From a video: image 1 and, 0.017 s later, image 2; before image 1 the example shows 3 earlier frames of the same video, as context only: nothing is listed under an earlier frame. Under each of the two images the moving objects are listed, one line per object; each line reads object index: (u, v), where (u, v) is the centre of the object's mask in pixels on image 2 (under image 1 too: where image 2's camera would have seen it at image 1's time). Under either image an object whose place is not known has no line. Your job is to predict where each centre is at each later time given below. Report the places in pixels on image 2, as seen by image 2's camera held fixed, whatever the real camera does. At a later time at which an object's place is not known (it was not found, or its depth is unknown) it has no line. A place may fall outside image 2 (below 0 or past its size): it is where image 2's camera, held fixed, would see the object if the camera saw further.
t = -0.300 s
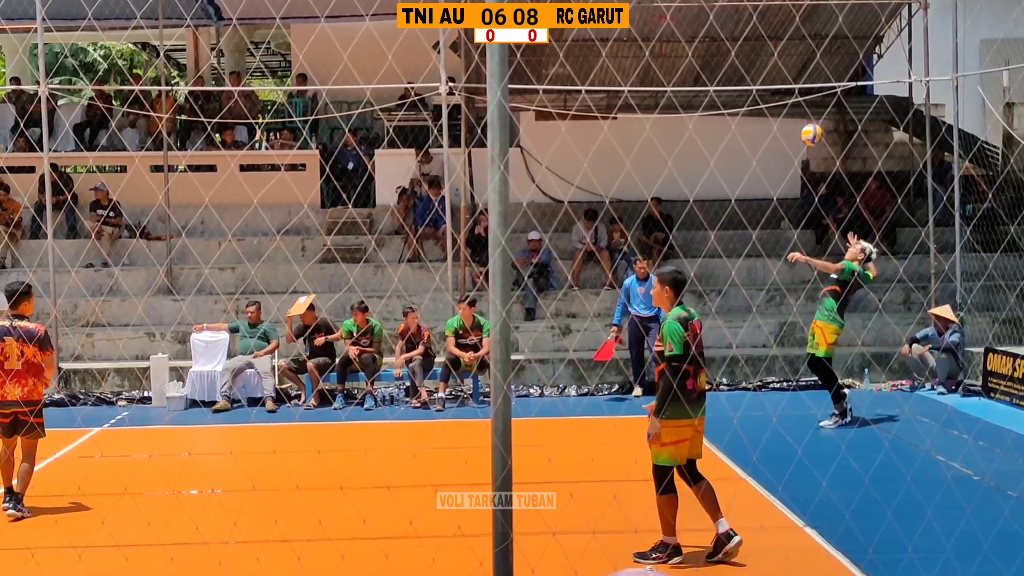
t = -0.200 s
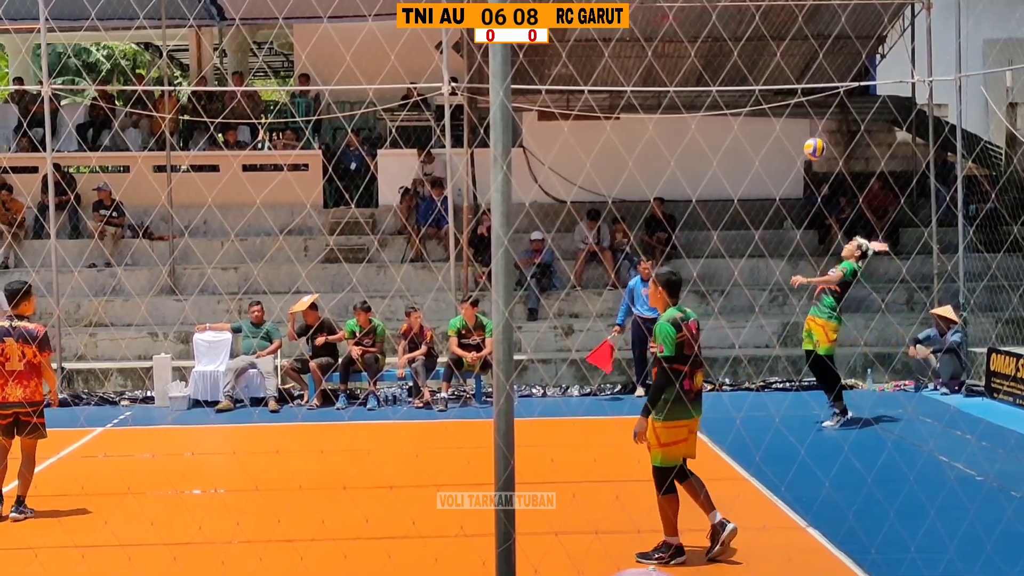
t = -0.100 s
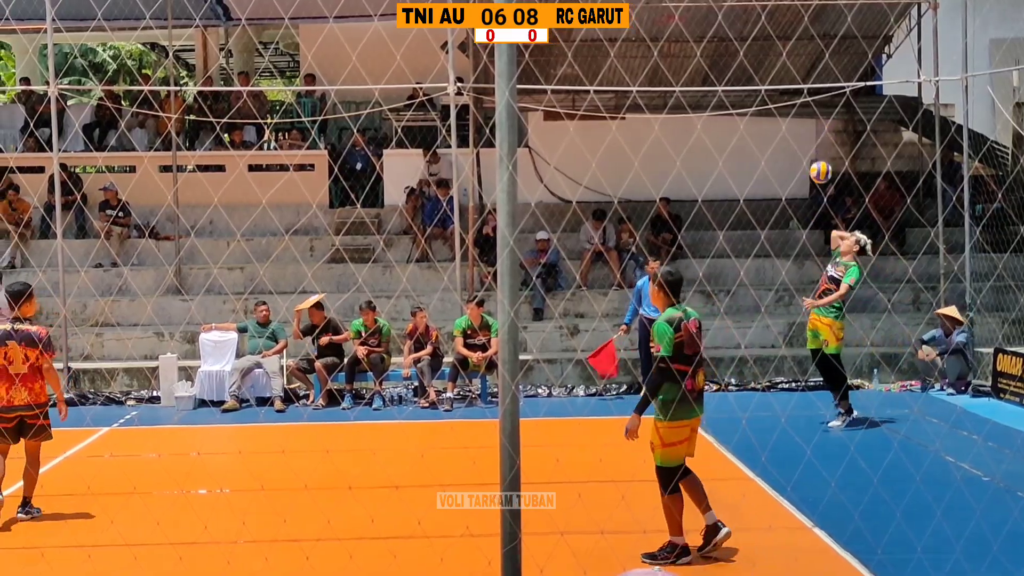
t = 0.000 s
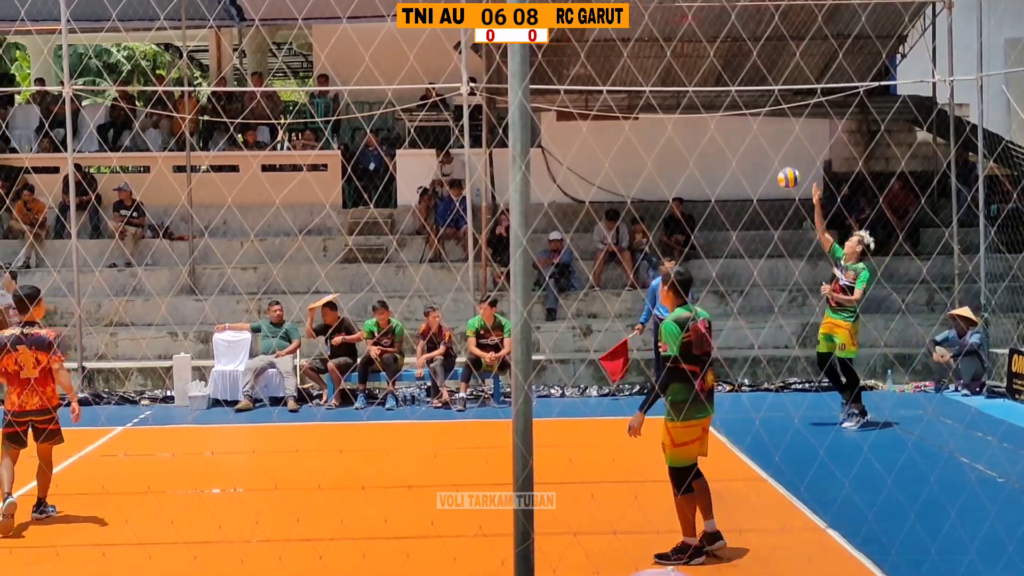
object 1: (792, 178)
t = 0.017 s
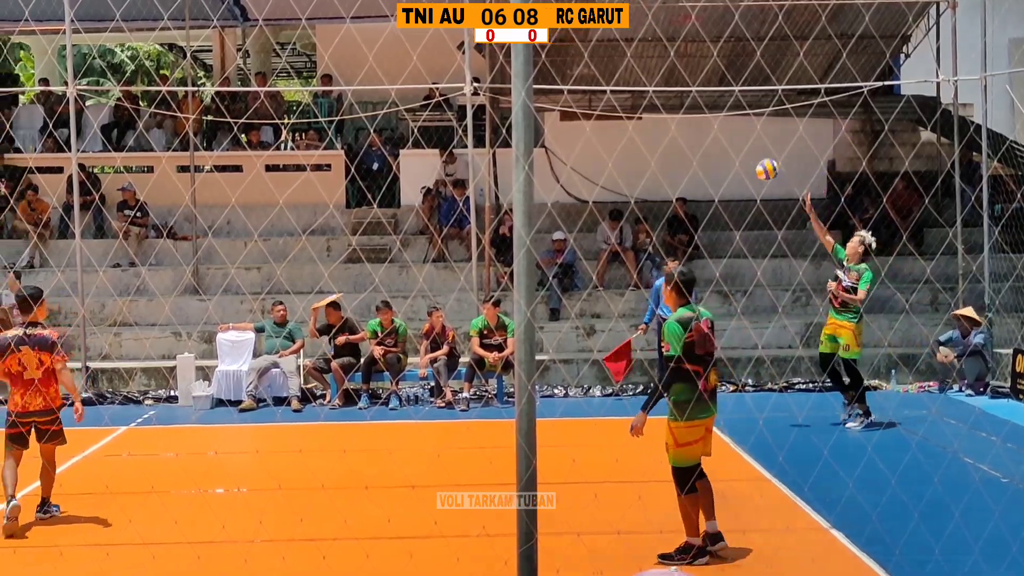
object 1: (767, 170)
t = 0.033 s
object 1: (741, 161)
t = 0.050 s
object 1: (716, 154)
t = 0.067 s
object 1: (689, 146)
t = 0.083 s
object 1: (663, 139)
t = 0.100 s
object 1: (637, 132)
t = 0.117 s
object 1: (611, 125)
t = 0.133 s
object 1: (584, 118)
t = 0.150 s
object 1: (557, 112)
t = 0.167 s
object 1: (534, 106)
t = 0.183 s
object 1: (500, 100)
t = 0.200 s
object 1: (475, 94)
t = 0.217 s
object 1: (447, 89)
